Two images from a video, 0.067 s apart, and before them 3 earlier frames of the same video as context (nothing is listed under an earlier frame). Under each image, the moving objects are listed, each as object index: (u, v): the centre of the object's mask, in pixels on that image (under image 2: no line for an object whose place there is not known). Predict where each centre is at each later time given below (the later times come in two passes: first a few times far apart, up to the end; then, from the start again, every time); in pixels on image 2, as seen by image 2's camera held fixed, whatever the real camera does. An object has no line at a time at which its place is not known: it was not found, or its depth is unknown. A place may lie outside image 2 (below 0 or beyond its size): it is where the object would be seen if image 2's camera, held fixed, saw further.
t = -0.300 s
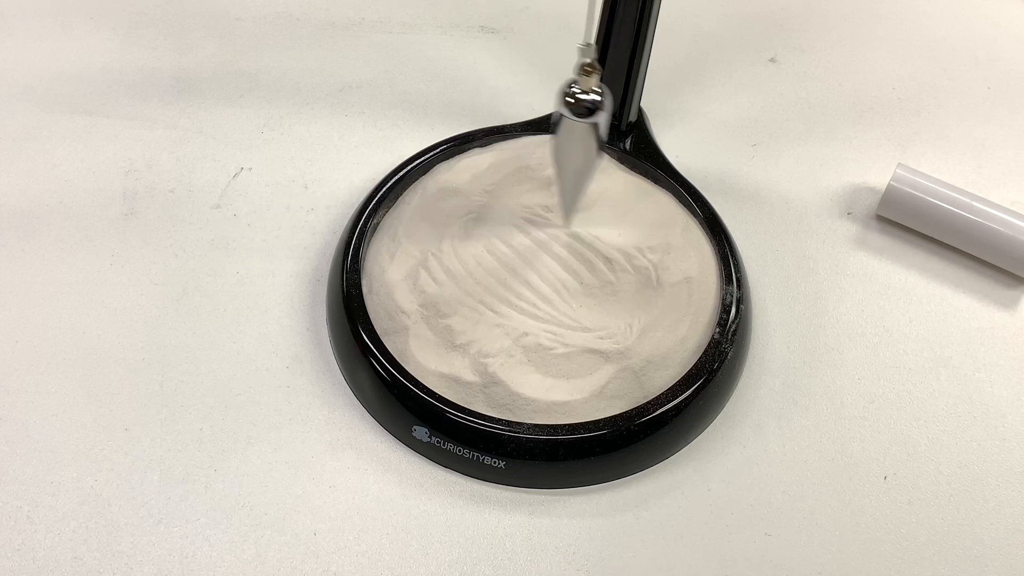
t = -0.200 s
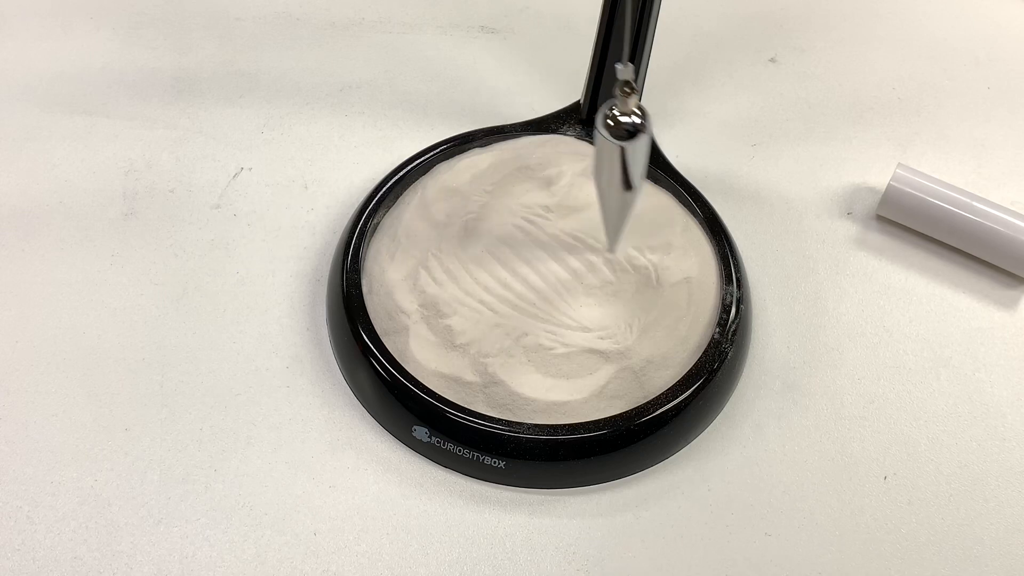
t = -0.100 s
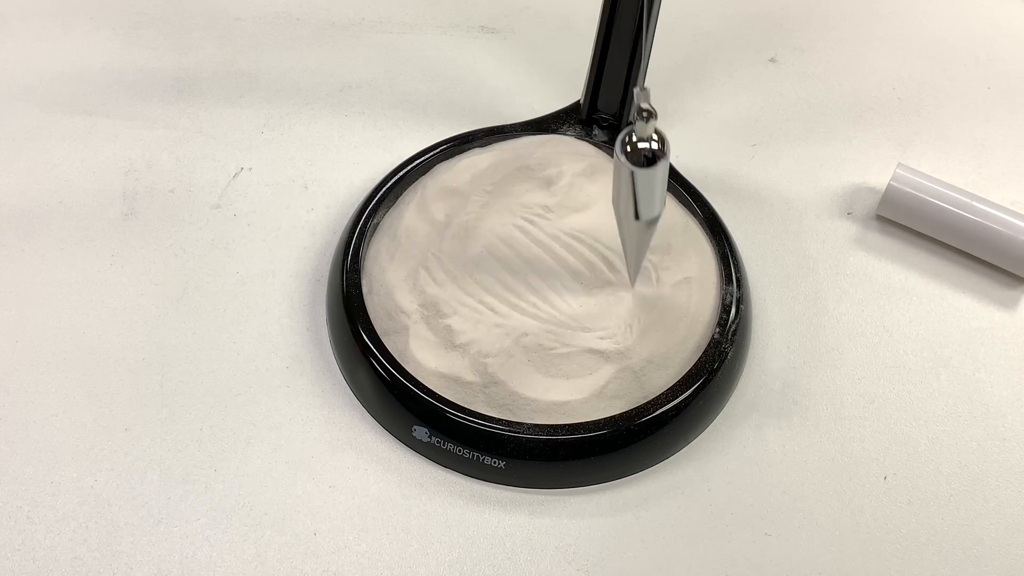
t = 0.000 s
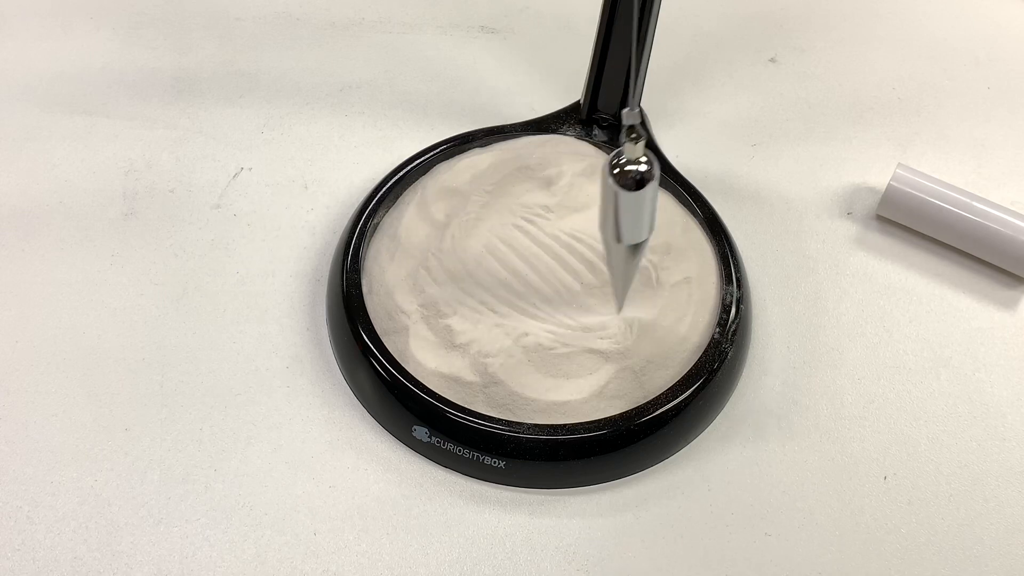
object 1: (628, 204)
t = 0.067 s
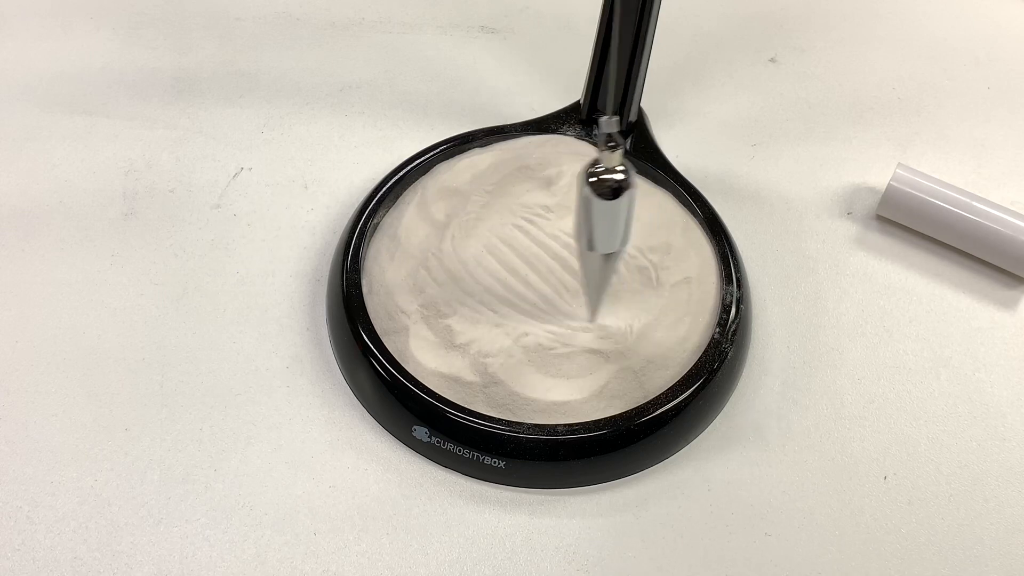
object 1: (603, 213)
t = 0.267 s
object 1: (503, 197)
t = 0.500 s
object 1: (478, 139)
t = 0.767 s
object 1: (598, 134)
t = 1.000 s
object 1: (639, 183)
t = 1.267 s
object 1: (517, 201)
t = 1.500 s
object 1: (467, 158)
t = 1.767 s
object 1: (582, 135)
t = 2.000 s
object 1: (647, 164)
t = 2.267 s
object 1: (536, 197)
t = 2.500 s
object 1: (460, 174)
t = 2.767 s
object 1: (561, 147)
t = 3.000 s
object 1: (648, 152)
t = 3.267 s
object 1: (559, 184)
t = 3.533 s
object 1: (459, 178)
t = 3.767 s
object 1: (538, 162)
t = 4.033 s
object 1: (647, 152)
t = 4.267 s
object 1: (583, 165)
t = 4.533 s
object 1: (465, 179)
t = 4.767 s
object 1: (515, 178)
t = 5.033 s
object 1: (637, 157)
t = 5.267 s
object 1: (602, 152)
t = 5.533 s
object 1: (477, 171)
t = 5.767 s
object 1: (498, 186)
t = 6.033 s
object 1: (623, 170)
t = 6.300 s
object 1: (602, 145)
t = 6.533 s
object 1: (494, 157)
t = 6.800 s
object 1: (499, 189)
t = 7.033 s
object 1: (607, 186)
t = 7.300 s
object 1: (614, 146)
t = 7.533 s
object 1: (513, 143)
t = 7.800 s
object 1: (491, 184)
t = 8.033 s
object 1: (589, 199)
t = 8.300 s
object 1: (618, 155)
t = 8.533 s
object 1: (530, 132)
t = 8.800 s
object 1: (489, 171)
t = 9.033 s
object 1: (572, 208)
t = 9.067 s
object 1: (585, 208)
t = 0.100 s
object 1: (588, 215)
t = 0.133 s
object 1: (571, 215)
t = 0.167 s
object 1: (553, 213)
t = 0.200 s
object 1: (535, 209)
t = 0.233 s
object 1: (518, 204)
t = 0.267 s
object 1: (503, 197)
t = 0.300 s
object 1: (490, 188)
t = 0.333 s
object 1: (480, 180)
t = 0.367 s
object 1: (472, 171)
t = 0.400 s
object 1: (469, 161)
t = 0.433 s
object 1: (469, 153)
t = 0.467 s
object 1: (472, 145)
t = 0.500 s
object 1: (478, 139)
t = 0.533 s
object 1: (488, 133)
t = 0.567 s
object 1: (500, 129)
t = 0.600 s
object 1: (514, 126)
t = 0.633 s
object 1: (530, 126)
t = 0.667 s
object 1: (547, 126)
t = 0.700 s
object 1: (565, 128)
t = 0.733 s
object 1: (582, 131)
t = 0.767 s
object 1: (598, 134)
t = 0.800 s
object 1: (612, 140)
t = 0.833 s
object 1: (625, 146)
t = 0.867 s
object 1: (634, 153)
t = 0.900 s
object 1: (641, 161)
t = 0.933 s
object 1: (644, 169)
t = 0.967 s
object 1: (643, 176)
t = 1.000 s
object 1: (639, 183)
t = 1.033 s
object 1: (631, 190)
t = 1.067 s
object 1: (620, 195)
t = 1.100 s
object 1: (607, 200)
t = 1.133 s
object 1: (590, 204)
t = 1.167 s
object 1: (572, 205)
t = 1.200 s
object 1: (553, 206)
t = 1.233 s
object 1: (534, 205)
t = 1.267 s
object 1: (517, 201)
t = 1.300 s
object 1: (500, 197)
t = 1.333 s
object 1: (487, 191)
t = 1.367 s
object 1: (476, 185)
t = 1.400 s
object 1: (468, 179)
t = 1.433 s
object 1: (464, 171)
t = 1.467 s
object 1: (464, 165)
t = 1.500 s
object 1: (467, 158)
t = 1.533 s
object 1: (473, 152)
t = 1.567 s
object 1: (483, 148)
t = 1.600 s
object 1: (496, 143)
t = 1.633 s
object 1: (510, 140)
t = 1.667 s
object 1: (527, 137)
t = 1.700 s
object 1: (545, 136)
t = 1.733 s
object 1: (564, 136)
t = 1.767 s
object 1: (582, 135)
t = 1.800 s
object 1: (599, 136)
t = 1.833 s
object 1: (614, 140)
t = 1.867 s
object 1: (626, 144)
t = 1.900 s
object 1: (636, 148)
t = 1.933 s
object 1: (644, 153)
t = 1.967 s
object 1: (647, 159)
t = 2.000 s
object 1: (647, 164)
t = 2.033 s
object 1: (643, 170)
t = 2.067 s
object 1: (635, 177)
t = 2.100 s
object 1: (624, 181)
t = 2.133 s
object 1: (610, 186)
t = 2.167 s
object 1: (593, 190)
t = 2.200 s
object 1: (575, 194)
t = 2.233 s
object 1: (555, 196)
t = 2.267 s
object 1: (536, 197)
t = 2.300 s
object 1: (517, 197)
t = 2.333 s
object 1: (502, 194)
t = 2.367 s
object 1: (487, 190)
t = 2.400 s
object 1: (474, 187)
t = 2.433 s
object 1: (466, 183)
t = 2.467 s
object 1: (461, 179)
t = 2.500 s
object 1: (460, 174)
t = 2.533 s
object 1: (463, 169)
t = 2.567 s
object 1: (469, 165)
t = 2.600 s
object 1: (478, 161)
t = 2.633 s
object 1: (491, 157)
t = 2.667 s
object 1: (506, 154)
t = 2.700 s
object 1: (524, 150)
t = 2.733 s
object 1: (542, 148)
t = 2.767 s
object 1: (561, 147)
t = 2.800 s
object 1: (580, 145)
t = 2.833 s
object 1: (597, 143)
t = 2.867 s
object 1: (613, 144)
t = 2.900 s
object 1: (626, 146)
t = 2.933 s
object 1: (637, 147)
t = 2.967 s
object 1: (644, 150)
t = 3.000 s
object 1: (648, 152)
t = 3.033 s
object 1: (648, 156)
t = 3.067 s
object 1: (645, 160)
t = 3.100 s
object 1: (637, 165)
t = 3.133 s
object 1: (627, 168)
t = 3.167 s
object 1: (613, 171)
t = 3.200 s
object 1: (597, 176)
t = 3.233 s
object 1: (579, 179)
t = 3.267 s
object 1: (559, 184)
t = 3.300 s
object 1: (540, 185)
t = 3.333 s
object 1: (521, 186)
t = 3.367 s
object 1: (504, 186)
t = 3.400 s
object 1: (489, 185)
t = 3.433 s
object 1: (476, 184)
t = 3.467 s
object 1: (467, 183)
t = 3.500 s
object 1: (461, 181)
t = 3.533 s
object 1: (459, 178)
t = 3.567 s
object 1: (461, 176)
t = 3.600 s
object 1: (466, 174)
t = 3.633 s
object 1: (475, 171)
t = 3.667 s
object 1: (488, 169)
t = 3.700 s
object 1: (503, 167)
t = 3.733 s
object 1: (519, 164)
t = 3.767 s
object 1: (538, 162)
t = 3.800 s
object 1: (557, 159)
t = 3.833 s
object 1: (575, 157)
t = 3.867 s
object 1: (593, 154)
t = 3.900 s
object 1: (609, 152)
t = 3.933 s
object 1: (623, 153)
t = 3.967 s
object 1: (634, 152)
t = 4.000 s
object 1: (642, 152)
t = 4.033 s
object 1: (647, 152)
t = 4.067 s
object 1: (647, 152)
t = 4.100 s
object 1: (644, 154)
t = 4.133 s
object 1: (638, 156)
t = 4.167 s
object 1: (628, 158)
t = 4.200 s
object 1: (616, 159)
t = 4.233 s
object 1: (600, 162)
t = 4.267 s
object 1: (583, 165)
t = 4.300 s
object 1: (564, 168)
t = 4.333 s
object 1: (545, 171)
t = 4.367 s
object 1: (527, 173)
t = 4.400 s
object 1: (510, 175)
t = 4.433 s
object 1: (495, 176)
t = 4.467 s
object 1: (481, 178)
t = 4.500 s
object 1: (471, 178)
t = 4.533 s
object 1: (465, 179)
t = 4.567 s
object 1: (462, 179)
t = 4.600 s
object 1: (463, 179)
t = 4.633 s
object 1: (467, 180)
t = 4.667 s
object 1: (475, 179)
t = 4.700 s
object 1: (486, 178)
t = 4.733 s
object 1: (500, 178)
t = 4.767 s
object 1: (515, 178)
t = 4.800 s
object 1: (533, 175)
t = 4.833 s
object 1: (552, 173)
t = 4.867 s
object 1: (570, 171)
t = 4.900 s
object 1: (588, 167)
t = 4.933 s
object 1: (604, 165)
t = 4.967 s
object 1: (618, 162)
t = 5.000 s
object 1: (629, 160)
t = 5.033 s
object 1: (637, 157)
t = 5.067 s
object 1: (643, 155)
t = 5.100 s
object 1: (644, 153)
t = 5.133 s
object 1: (642, 152)
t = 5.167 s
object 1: (636, 151)
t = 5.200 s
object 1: (627, 151)
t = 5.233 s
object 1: (616, 151)
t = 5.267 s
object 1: (602, 152)
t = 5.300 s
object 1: (586, 154)
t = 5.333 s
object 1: (568, 156)
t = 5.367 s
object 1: (550, 158)
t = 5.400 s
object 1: (533, 161)
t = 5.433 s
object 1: (516, 164)
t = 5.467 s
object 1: (501, 166)
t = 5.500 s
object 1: (488, 168)
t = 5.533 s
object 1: (477, 171)
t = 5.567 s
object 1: (470, 173)
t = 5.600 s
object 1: (466, 175)
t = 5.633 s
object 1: (466, 178)
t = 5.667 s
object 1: (469, 181)
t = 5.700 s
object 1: (476, 183)
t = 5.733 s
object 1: (486, 184)
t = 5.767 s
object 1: (498, 186)
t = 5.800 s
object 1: (513, 187)
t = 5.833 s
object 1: (530, 187)
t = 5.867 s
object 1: (547, 186)
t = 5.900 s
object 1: (565, 184)
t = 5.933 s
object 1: (582, 181)
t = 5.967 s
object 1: (598, 177)
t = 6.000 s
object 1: (612, 173)
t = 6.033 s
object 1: (623, 170)
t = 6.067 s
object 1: (632, 166)
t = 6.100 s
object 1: (637, 162)
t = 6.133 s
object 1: (639, 158)
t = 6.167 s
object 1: (638, 154)
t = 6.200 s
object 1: (633, 151)
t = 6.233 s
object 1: (625, 149)
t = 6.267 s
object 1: (615, 147)
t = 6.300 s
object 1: (602, 145)
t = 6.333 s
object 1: (588, 146)
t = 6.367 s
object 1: (571, 146)
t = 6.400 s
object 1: (555, 147)
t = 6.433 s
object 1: (538, 148)
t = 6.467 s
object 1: (522, 150)
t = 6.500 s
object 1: (507, 154)
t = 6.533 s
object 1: (494, 157)
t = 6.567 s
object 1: (484, 161)
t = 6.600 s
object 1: (477, 164)
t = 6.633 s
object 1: (472, 169)
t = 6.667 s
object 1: (471, 173)
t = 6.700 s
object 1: (473, 178)
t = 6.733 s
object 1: (479, 182)
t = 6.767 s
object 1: (487, 186)
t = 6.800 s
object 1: (499, 189)
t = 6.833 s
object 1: (512, 193)
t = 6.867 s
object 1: (528, 195)
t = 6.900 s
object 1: (545, 195)
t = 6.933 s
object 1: (561, 194)
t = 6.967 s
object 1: (578, 192)
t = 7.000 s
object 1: (593, 189)
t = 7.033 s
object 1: (607, 186)
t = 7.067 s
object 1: (618, 181)
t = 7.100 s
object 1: (626, 176)
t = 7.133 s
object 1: (632, 171)
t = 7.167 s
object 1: (635, 165)
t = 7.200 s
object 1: (634, 160)
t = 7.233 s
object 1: (630, 155)
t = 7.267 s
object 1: (623, 151)
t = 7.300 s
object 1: (614, 146)
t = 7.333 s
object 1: (602, 142)
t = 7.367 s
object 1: (588, 141)
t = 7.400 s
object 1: (573, 139)
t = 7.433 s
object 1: (557, 139)
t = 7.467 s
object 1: (542, 139)
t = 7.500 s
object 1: (527, 140)
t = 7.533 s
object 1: (513, 143)
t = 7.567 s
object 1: (500, 146)
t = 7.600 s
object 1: (491, 149)
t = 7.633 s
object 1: (483, 154)
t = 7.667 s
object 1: (479, 160)
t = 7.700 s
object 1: (477, 166)
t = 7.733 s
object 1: (479, 172)
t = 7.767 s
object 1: (483, 178)
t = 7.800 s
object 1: (491, 184)
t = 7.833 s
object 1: (501, 189)
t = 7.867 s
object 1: (513, 195)
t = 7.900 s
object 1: (528, 198)
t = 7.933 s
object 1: (543, 201)
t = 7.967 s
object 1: (558, 202)
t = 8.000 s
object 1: (574, 201)
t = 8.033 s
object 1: (589, 199)
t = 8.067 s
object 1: (601, 197)
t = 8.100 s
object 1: (612, 193)
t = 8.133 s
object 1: (621, 187)
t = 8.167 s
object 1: (626, 181)
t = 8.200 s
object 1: (629, 175)
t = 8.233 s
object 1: (628, 169)
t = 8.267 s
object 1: (625, 162)
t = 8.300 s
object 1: (618, 155)
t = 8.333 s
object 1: (610, 149)
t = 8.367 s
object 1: (599, 143)
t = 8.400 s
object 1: (587, 140)
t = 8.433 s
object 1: (573, 137)
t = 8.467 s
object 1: (558, 134)
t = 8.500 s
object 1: (544, 133)
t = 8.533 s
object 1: (530, 132)
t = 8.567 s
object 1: (517, 134)
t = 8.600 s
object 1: (506, 136)
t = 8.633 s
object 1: (497, 139)
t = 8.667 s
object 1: (490, 143)
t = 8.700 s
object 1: (485, 150)
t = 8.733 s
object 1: (484, 156)
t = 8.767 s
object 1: (485, 164)
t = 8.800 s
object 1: (489, 171)
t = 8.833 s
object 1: (496, 178)
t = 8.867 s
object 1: (505, 186)
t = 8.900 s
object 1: (516, 194)
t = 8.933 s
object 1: (529, 199)
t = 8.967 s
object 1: (543, 204)
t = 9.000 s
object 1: (557, 206)
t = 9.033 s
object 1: (572, 208)
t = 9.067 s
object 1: (585, 208)
